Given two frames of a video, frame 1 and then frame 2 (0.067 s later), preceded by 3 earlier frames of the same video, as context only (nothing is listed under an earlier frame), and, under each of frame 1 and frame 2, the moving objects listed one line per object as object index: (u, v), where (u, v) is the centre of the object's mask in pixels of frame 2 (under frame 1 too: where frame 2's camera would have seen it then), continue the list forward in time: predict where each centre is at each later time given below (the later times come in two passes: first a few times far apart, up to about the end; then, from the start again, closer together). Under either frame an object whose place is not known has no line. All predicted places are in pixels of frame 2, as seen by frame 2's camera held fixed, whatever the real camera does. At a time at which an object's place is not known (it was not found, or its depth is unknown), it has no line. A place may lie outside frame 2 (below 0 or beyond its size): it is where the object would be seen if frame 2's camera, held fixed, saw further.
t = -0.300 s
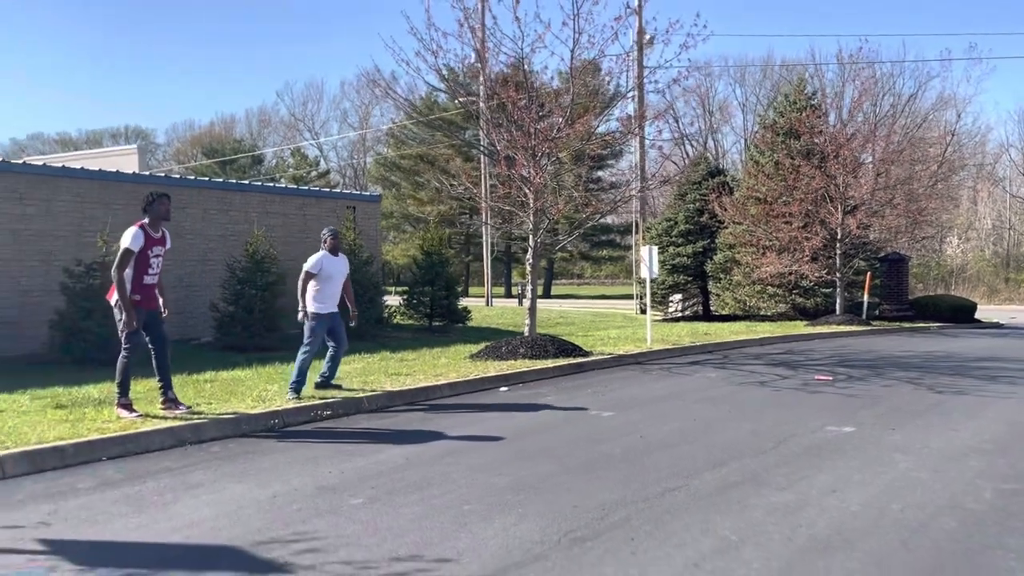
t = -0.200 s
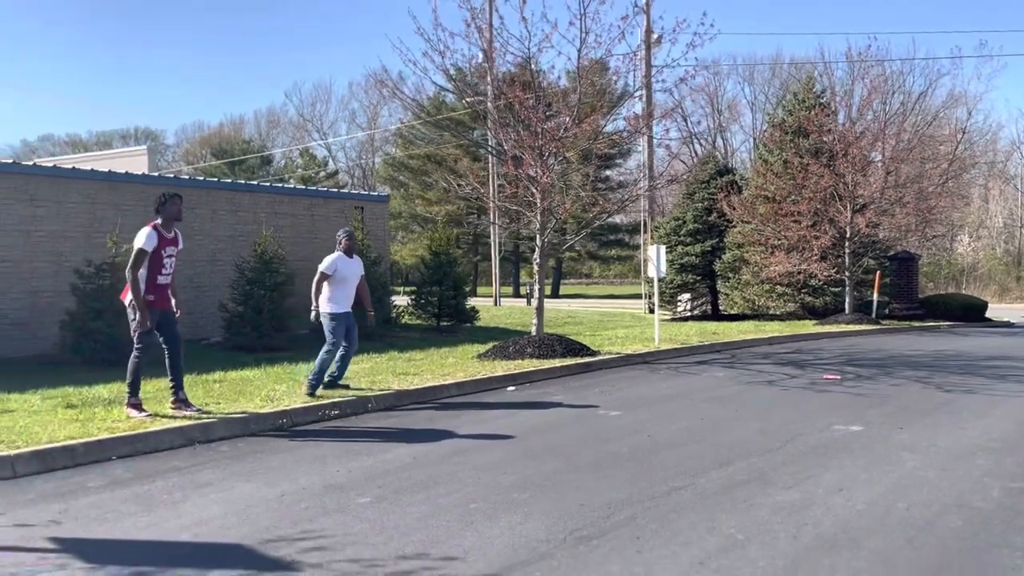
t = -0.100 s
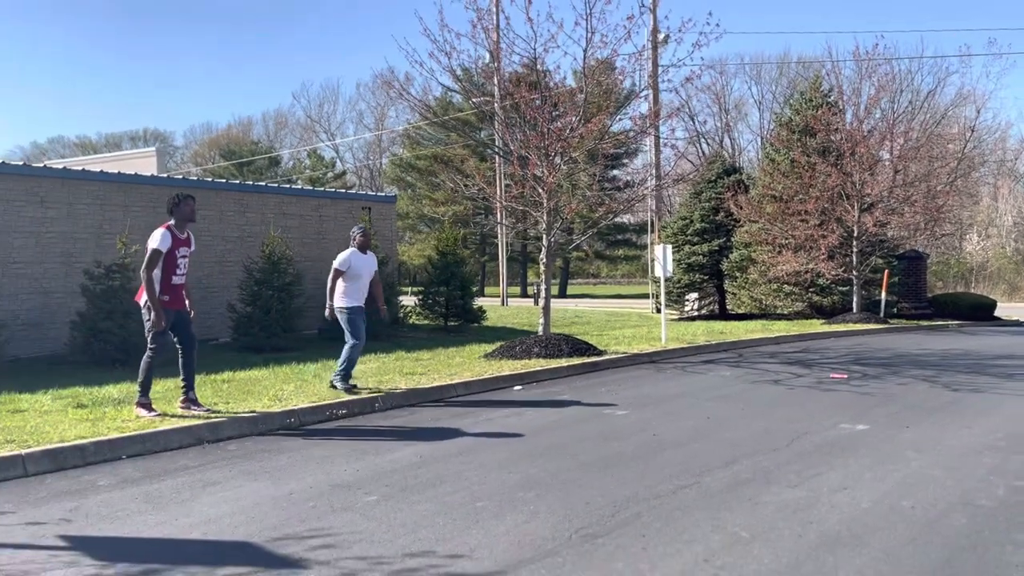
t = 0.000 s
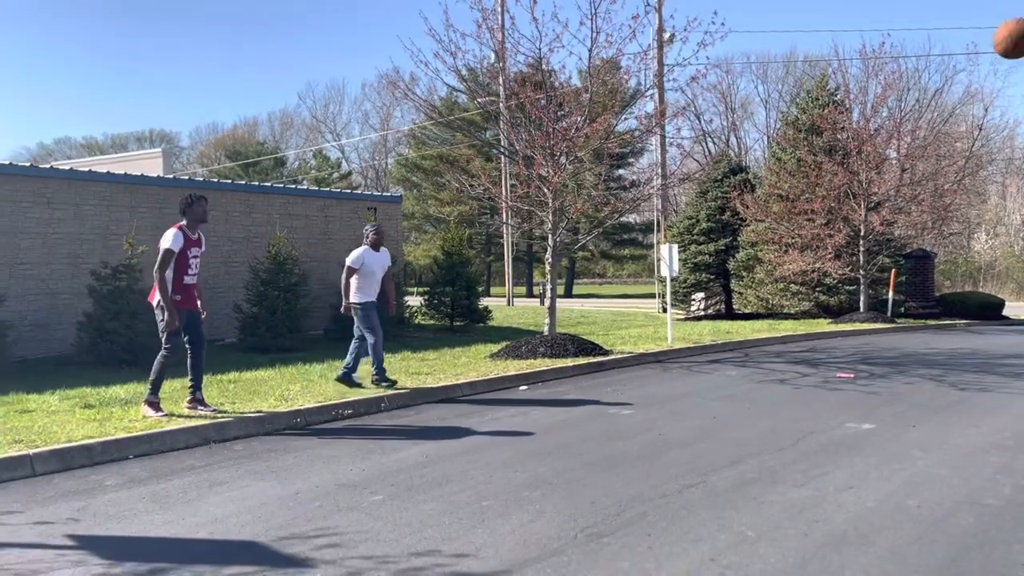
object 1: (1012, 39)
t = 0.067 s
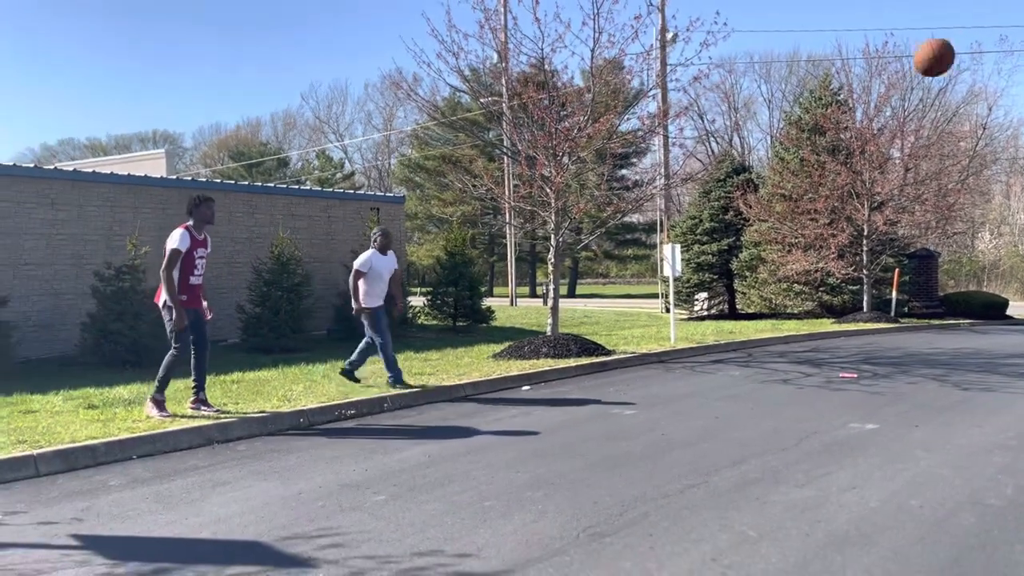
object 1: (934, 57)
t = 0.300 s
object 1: (710, 154)
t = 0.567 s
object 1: (545, 293)
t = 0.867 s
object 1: (547, 357)
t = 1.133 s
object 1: (699, 359)
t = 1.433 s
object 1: (883, 386)
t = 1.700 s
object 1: (1030, 393)
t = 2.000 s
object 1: (1227, 402)
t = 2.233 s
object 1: (1416, 430)
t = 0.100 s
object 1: (895, 69)
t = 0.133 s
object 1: (859, 81)
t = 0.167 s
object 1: (826, 95)
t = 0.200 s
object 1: (793, 109)
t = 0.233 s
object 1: (763, 123)
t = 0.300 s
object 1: (710, 154)
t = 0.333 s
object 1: (685, 170)
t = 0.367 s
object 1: (661, 186)
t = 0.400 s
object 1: (639, 203)
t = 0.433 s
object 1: (615, 221)
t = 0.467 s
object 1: (598, 239)
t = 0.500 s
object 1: (578, 256)
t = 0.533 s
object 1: (562, 274)
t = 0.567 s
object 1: (545, 293)
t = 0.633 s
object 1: (515, 331)
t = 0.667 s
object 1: (501, 350)
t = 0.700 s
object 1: (488, 371)
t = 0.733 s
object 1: (484, 382)
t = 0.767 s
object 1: (499, 375)
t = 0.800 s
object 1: (515, 368)
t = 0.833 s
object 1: (530, 363)
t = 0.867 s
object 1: (547, 357)
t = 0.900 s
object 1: (564, 354)
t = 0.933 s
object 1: (581, 351)
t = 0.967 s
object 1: (600, 350)
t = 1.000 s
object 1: (619, 349)
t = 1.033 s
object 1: (638, 350)
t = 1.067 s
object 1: (658, 352)
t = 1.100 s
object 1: (678, 355)
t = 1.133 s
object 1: (699, 359)
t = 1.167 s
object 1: (720, 365)
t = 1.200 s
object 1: (743, 372)
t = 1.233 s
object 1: (766, 381)
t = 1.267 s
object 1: (790, 391)
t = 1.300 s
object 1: (814, 402)
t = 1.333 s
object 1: (835, 407)
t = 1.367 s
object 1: (851, 399)
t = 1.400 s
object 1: (867, 392)
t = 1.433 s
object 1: (883, 386)
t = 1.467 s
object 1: (900, 382)
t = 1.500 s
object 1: (917, 380)
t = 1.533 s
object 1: (935, 378)
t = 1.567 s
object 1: (953, 378)
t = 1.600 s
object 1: (972, 379)
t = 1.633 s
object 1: (990, 383)
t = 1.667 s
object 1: (1010, 387)
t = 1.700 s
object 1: (1030, 393)
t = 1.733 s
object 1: (1050, 401)
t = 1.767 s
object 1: (1071, 411)
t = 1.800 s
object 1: (1093, 423)
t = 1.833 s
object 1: (1114, 419)
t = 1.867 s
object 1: (1135, 412)
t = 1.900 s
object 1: (1157, 407)
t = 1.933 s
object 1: (1180, 404)
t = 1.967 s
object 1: (1203, 402)
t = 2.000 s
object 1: (1227, 402)
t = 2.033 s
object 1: (1252, 403)
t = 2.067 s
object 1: (1278, 407)
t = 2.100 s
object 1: (1304, 412)
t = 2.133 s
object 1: (1331, 420)
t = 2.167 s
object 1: (1360, 429)
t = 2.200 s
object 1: (1389, 437)
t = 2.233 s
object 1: (1416, 430)
